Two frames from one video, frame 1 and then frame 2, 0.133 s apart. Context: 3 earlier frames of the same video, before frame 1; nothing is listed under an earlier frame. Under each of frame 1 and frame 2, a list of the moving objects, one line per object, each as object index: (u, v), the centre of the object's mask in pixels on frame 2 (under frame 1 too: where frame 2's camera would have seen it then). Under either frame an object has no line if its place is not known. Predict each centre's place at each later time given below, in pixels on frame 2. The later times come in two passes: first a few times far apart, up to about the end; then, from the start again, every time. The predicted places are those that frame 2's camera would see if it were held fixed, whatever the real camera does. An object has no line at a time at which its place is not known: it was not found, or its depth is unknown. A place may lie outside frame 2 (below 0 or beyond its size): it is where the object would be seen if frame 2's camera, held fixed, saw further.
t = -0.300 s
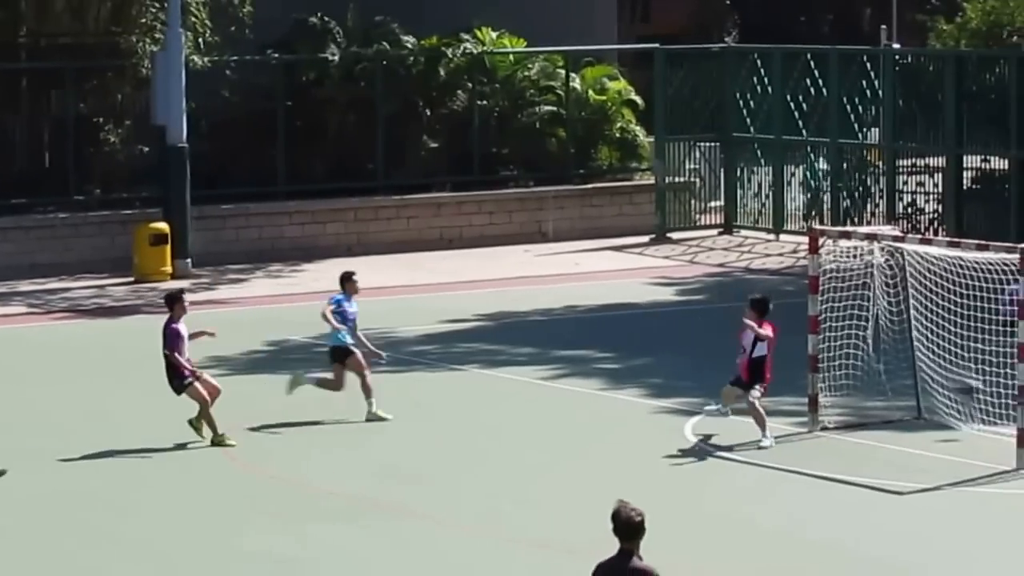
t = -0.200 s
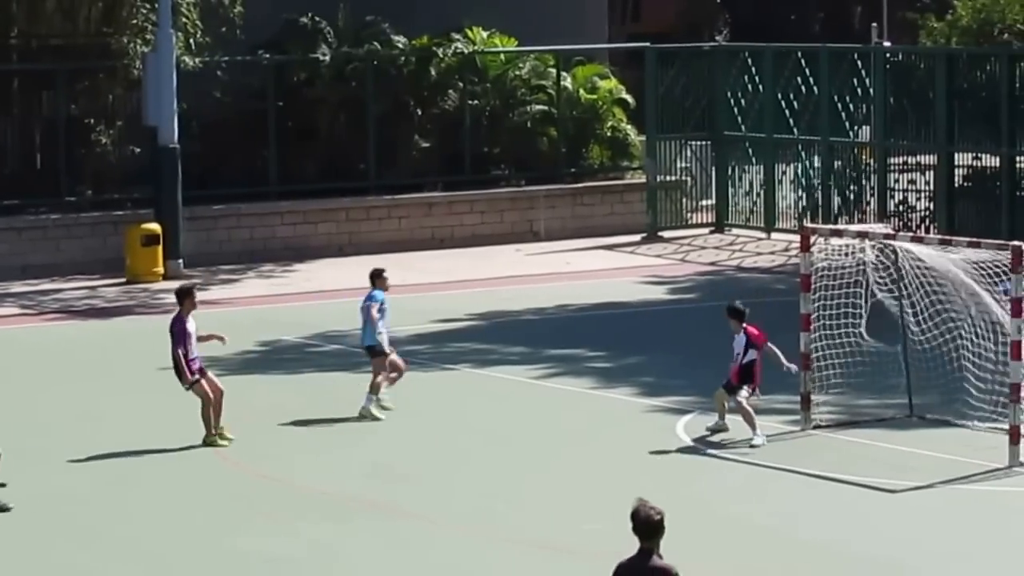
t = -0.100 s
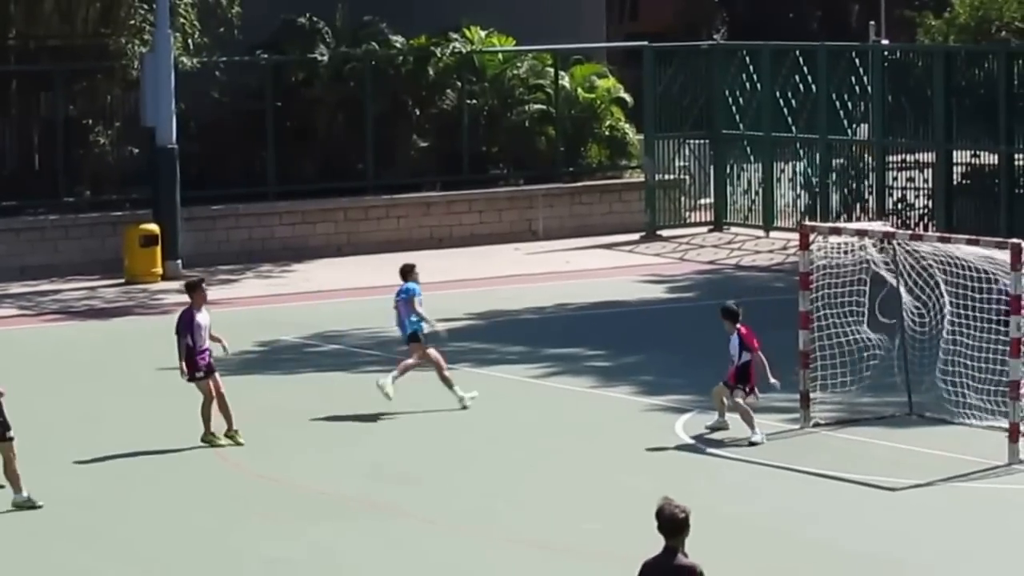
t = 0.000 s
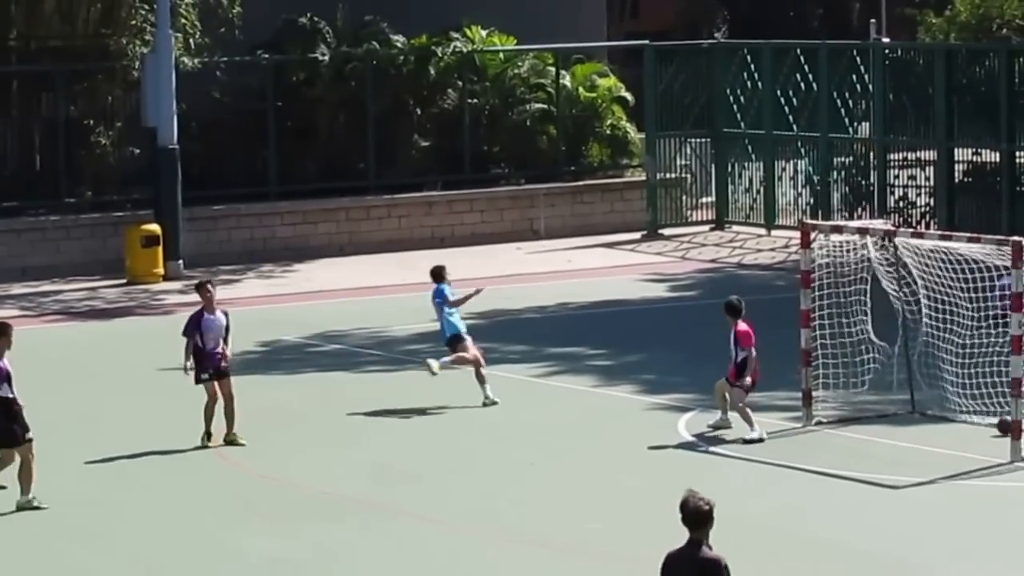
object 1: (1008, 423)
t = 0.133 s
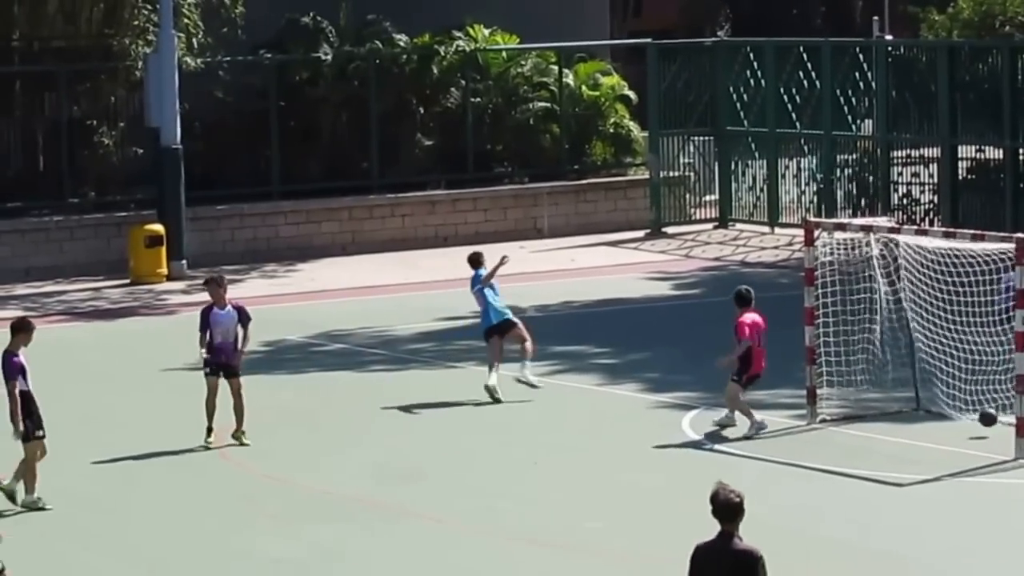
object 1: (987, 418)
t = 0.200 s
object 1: (977, 423)
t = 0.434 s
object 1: (937, 433)
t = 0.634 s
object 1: (907, 441)
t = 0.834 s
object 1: (873, 445)
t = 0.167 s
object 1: (982, 420)
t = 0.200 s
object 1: (977, 423)
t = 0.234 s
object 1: (971, 427)
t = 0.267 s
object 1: (965, 432)
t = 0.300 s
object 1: (959, 431)
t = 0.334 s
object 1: (954, 429)
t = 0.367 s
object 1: (949, 429)
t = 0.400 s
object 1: (943, 431)
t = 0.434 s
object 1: (937, 433)
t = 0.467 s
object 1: (932, 437)
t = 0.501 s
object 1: (927, 436)
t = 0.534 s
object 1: (922, 436)
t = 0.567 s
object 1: (917, 436)
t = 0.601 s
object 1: (912, 438)
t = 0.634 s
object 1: (907, 441)
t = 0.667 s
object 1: (901, 441)
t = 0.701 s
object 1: (896, 441)
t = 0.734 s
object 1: (891, 442)
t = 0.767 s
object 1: (884, 444)
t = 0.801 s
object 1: (879, 444)
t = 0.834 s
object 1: (873, 445)
